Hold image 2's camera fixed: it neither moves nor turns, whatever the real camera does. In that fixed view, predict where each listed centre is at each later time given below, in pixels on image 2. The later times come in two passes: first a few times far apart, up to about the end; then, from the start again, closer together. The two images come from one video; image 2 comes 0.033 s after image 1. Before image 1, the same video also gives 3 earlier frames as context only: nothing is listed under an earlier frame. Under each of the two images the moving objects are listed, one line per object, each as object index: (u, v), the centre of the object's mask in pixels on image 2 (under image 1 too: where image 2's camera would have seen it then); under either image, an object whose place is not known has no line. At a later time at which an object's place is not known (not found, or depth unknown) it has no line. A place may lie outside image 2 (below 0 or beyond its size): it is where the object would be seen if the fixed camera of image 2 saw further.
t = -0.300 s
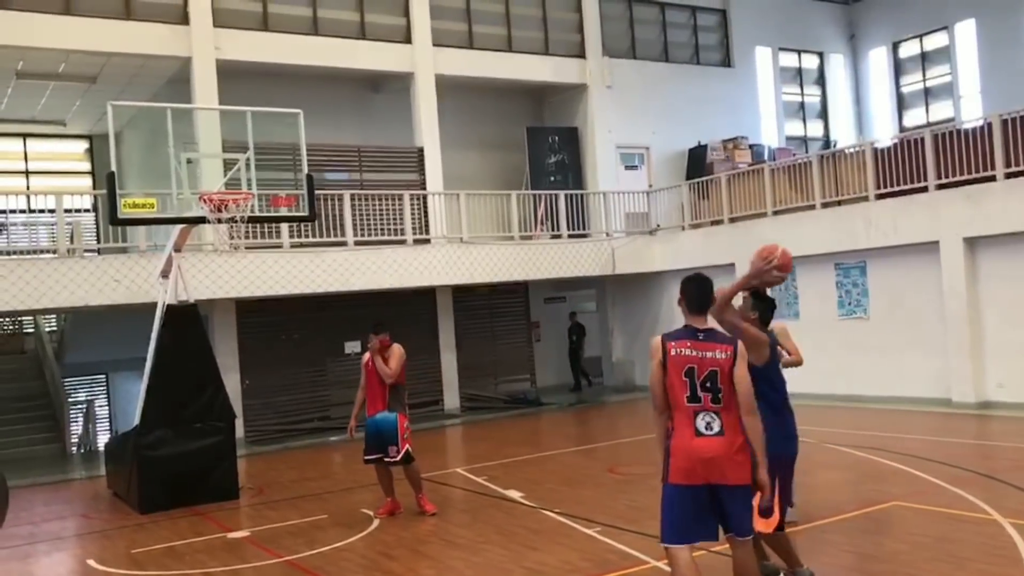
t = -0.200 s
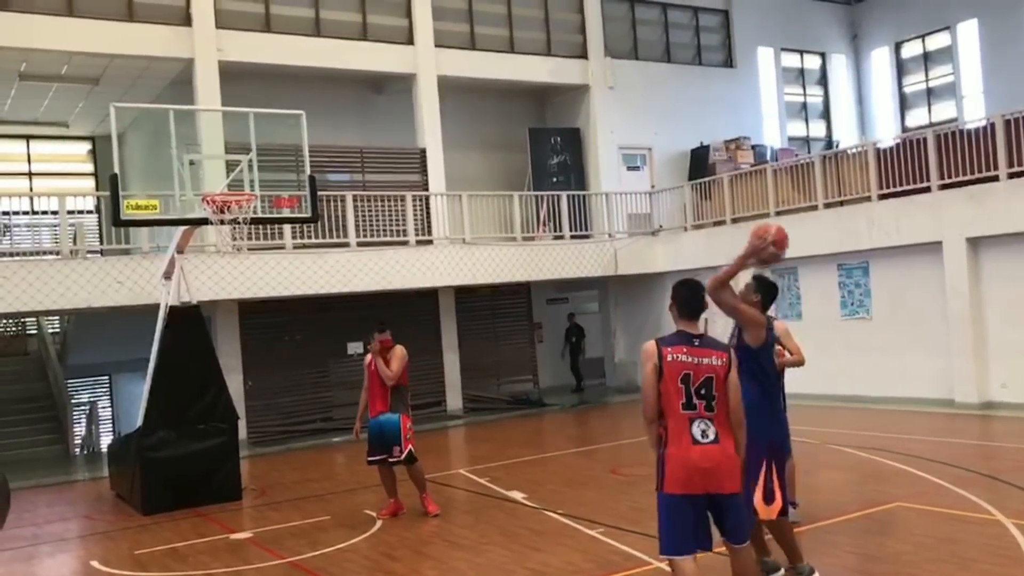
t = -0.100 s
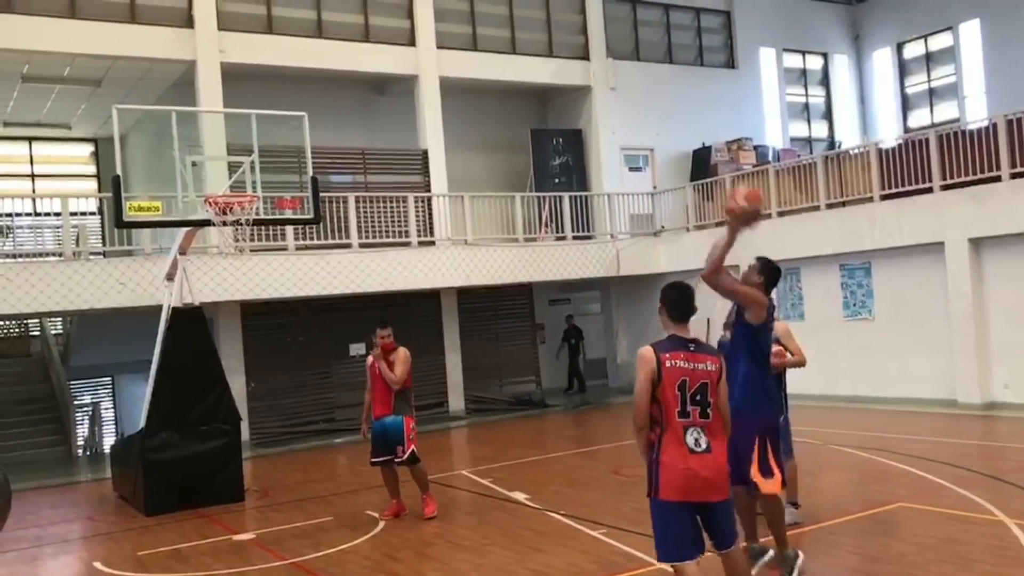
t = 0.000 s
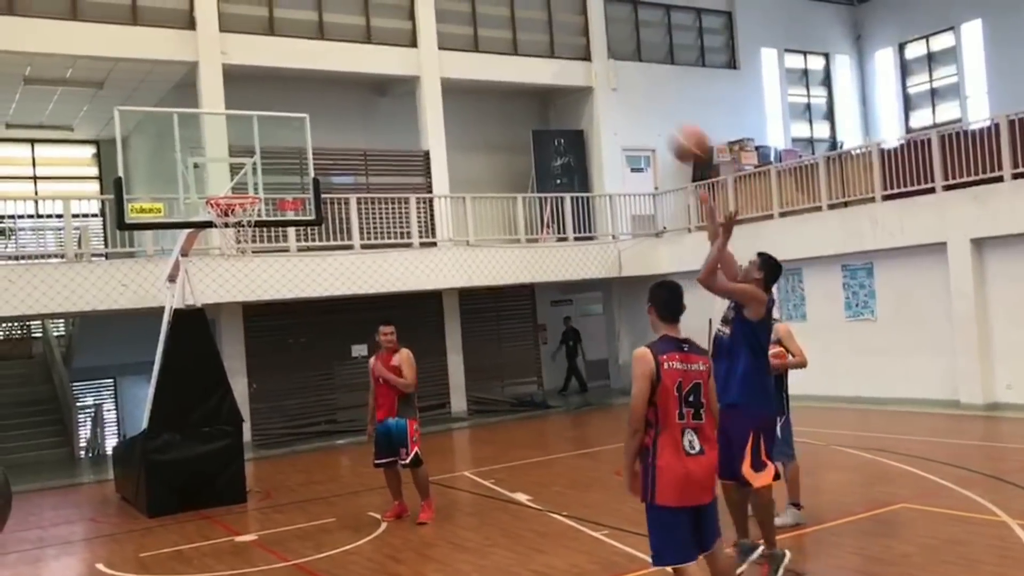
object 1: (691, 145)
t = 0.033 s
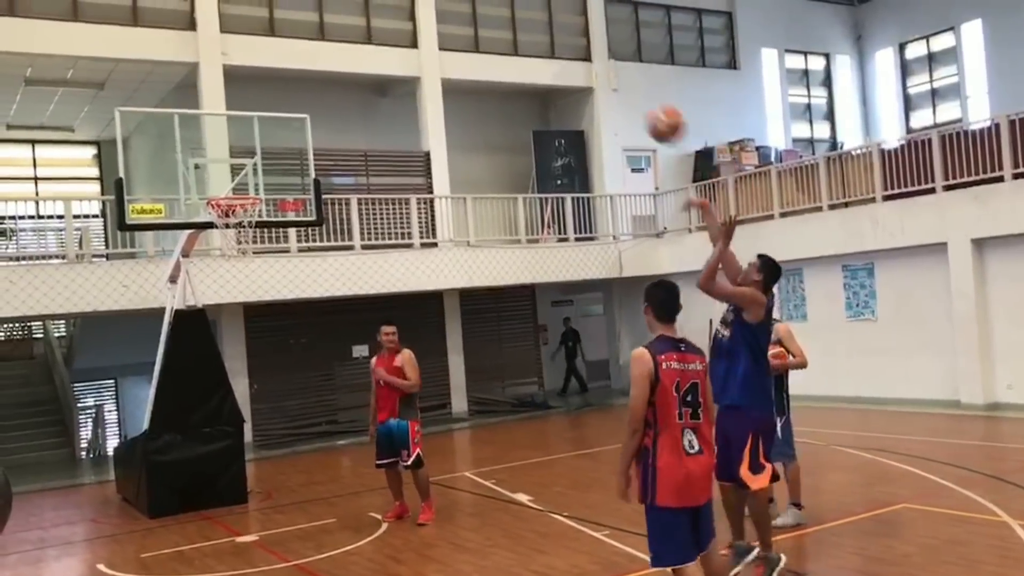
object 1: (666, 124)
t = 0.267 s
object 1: (518, 38)
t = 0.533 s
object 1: (383, 38)
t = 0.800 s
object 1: (278, 116)
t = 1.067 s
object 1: (229, 215)
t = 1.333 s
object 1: (258, 232)
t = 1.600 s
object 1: (240, 272)
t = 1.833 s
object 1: (228, 377)
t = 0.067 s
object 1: (643, 106)
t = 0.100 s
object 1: (620, 91)
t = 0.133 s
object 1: (598, 77)
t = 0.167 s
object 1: (577, 65)
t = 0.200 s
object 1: (557, 54)
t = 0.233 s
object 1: (538, 46)
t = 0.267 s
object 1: (518, 38)
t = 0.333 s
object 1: (481, 31)
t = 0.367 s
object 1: (463, 28)
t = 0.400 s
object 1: (446, 28)
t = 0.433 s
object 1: (430, 28)
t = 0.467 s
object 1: (414, 30)
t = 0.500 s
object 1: (399, 33)
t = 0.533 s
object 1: (383, 38)
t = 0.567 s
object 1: (369, 44)
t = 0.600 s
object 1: (355, 50)
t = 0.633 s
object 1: (341, 60)
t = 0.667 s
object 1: (327, 69)
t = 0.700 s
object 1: (314, 80)
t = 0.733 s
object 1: (301, 91)
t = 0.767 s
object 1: (290, 102)
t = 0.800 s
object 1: (278, 116)
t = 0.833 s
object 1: (267, 131)
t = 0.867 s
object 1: (256, 147)
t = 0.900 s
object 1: (245, 161)
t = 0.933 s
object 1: (234, 179)
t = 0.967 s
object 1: (226, 190)
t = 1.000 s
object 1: (223, 203)
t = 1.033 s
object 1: (230, 214)
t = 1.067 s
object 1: (229, 215)
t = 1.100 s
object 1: (241, 219)
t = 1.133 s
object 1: (244, 223)
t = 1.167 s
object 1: (251, 229)
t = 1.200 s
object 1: (253, 231)
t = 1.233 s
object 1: (257, 230)
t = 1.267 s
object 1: (259, 230)
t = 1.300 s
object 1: (257, 231)
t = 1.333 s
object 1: (258, 232)
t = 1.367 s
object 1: (256, 233)
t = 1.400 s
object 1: (252, 234)
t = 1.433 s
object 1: (251, 238)
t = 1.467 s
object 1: (248, 240)
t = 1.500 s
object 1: (247, 248)
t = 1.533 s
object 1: (244, 255)
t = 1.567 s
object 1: (242, 263)
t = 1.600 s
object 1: (240, 272)
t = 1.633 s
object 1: (238, 284)
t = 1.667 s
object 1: (236, 295)
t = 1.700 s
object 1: (235, 310)
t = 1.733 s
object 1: (234, 324)
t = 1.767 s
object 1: (231, 340)
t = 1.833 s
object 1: (228, 377)
